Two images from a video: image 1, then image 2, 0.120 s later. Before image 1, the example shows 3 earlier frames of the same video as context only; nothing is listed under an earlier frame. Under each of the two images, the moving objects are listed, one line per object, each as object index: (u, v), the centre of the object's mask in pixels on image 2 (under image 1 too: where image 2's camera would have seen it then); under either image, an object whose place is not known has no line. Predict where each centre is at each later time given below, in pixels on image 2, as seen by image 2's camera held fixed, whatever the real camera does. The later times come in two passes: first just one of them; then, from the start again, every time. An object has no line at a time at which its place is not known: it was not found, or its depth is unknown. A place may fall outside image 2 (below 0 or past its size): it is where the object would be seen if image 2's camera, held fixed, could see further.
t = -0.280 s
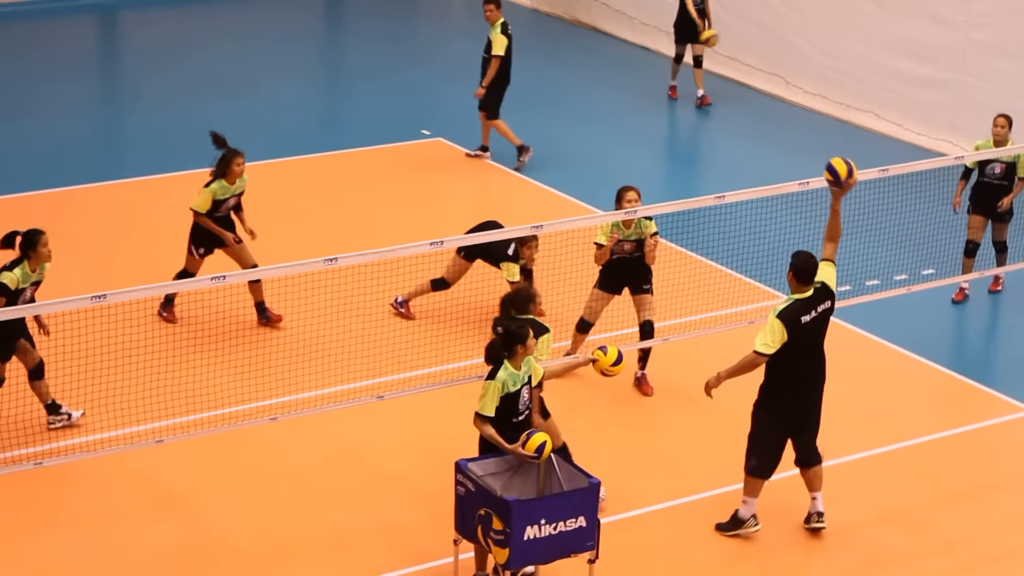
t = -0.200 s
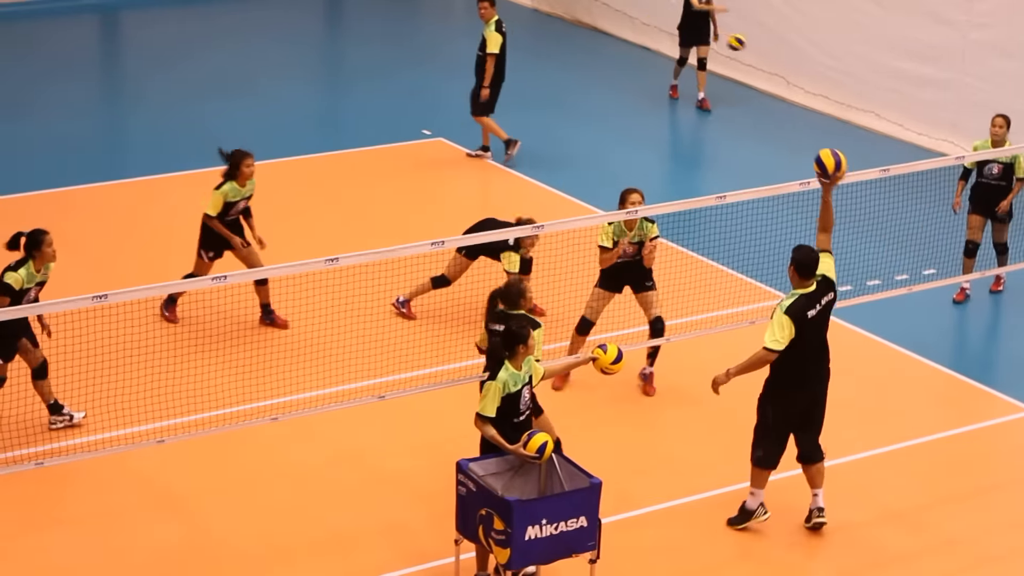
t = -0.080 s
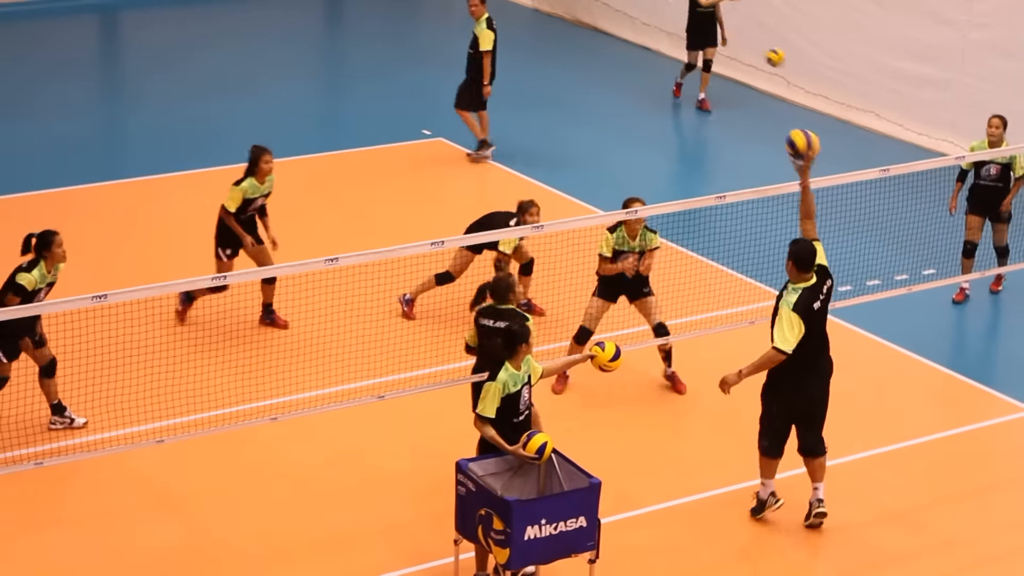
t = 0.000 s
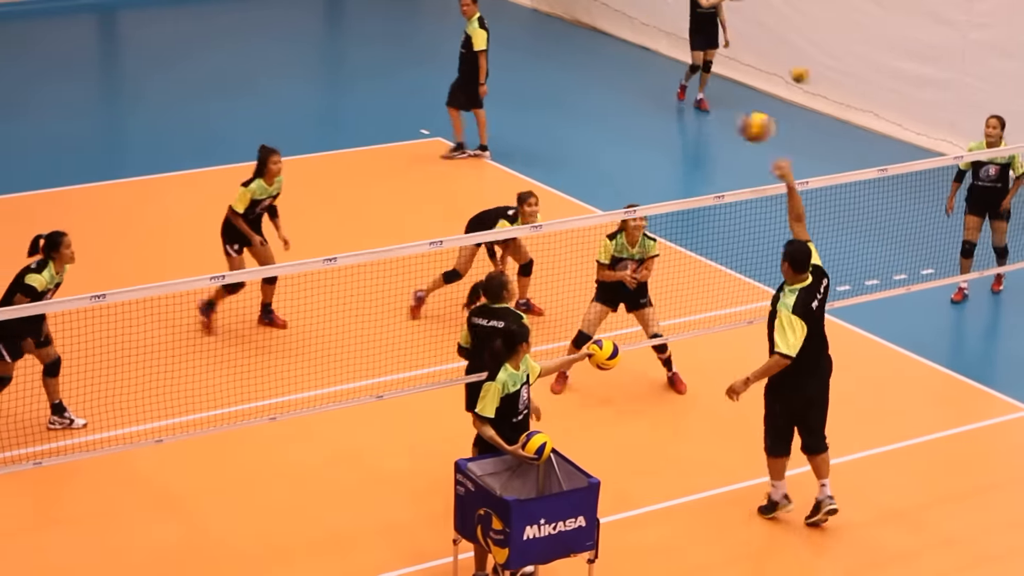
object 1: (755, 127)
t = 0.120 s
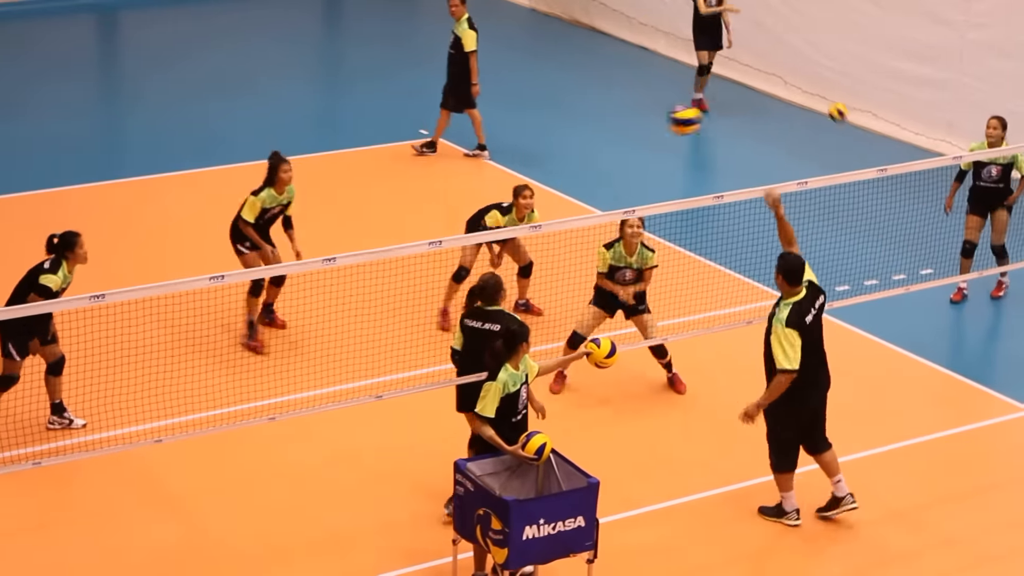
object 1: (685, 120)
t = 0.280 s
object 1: (596, 138)
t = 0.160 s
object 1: (663, 120)
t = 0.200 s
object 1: (640, 125)
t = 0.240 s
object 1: (618, 131)
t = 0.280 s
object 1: (596, 138)
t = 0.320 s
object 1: (576, 147)
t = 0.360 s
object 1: (556, 158)
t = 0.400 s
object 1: (537, 171)
